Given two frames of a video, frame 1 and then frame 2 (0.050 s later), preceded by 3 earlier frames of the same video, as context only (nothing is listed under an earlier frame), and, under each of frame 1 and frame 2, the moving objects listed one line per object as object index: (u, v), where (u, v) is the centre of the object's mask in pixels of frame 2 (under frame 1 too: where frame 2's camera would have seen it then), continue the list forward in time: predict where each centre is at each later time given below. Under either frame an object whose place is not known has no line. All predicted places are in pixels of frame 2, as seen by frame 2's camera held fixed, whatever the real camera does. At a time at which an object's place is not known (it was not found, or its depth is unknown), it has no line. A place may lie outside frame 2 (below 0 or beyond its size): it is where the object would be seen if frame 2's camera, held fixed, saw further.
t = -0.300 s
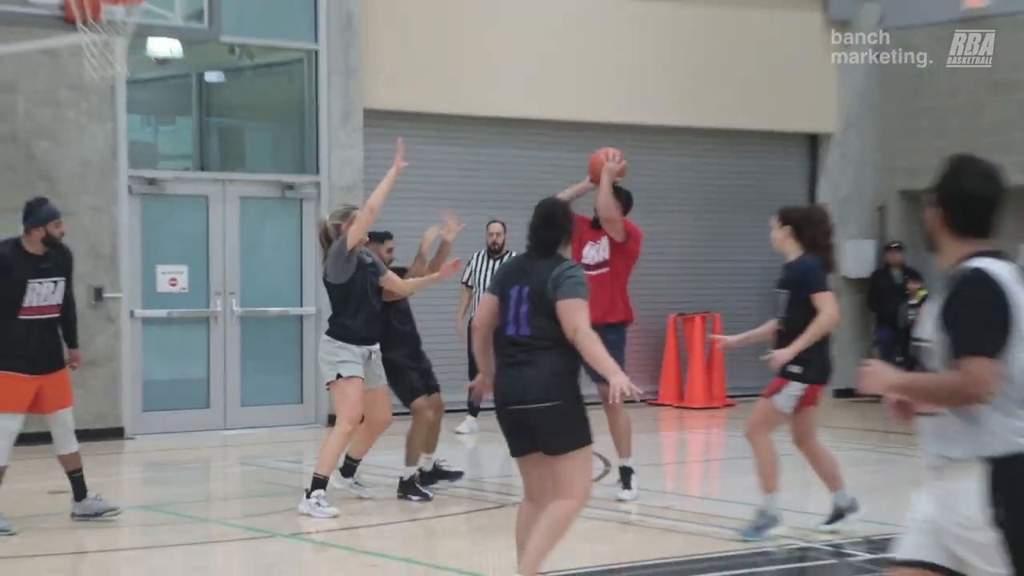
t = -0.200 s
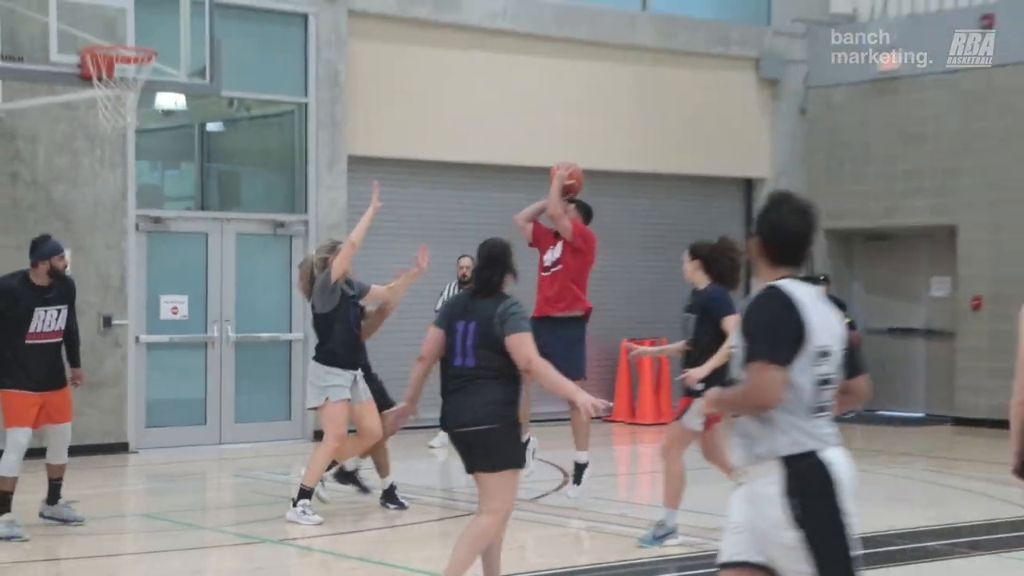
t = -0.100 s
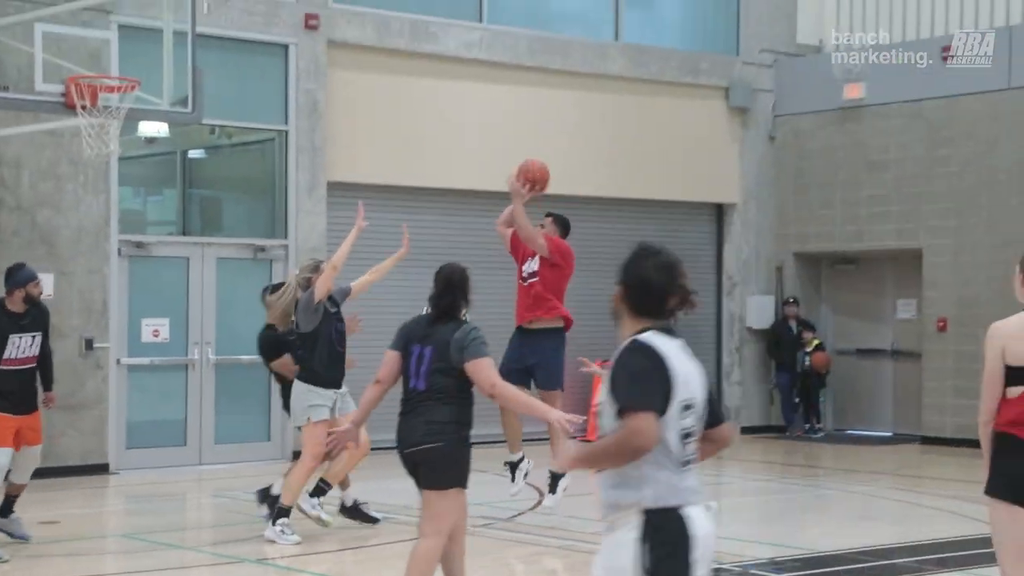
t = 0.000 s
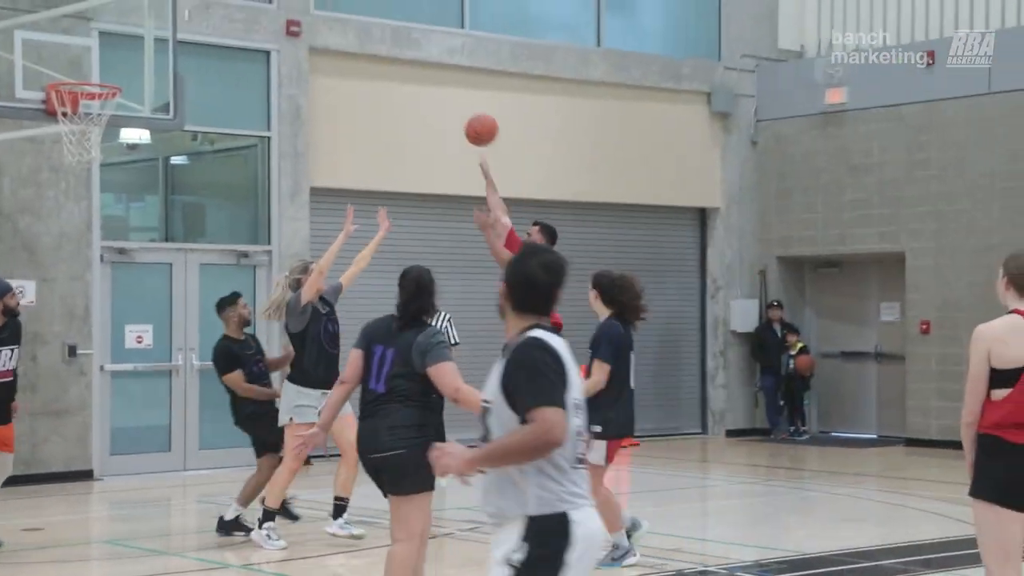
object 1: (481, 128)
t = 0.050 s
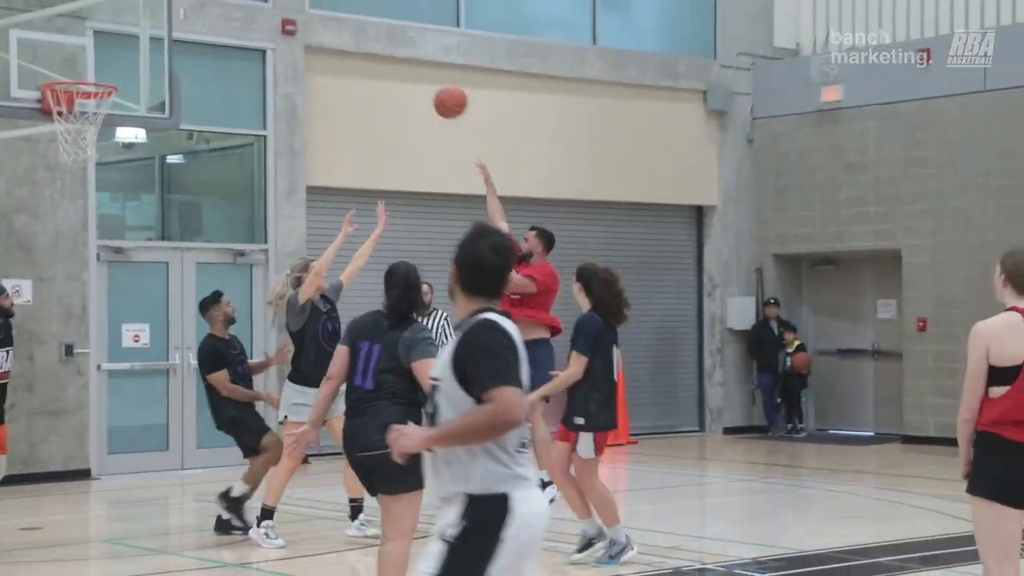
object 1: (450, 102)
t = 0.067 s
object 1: (439, 94)
